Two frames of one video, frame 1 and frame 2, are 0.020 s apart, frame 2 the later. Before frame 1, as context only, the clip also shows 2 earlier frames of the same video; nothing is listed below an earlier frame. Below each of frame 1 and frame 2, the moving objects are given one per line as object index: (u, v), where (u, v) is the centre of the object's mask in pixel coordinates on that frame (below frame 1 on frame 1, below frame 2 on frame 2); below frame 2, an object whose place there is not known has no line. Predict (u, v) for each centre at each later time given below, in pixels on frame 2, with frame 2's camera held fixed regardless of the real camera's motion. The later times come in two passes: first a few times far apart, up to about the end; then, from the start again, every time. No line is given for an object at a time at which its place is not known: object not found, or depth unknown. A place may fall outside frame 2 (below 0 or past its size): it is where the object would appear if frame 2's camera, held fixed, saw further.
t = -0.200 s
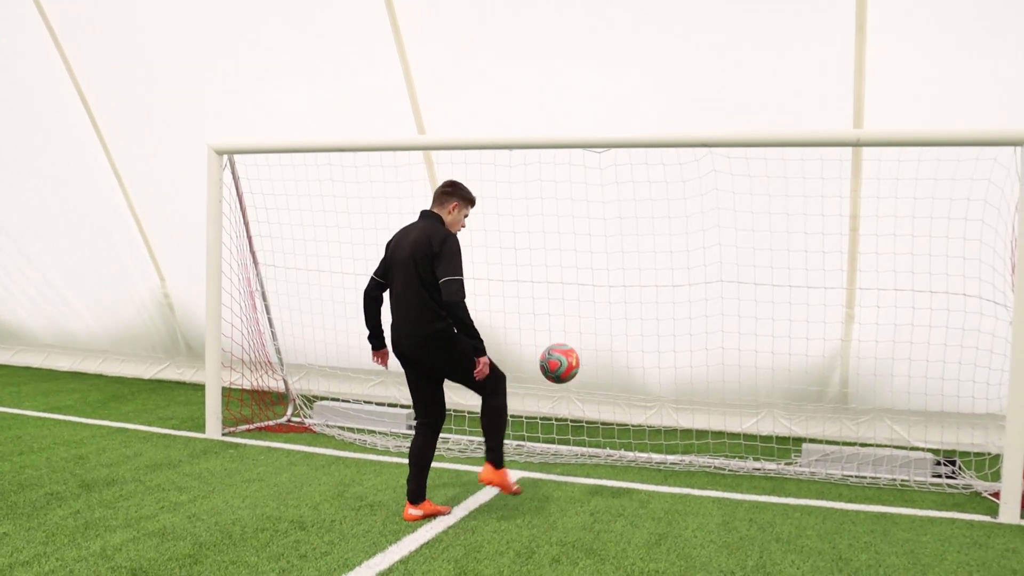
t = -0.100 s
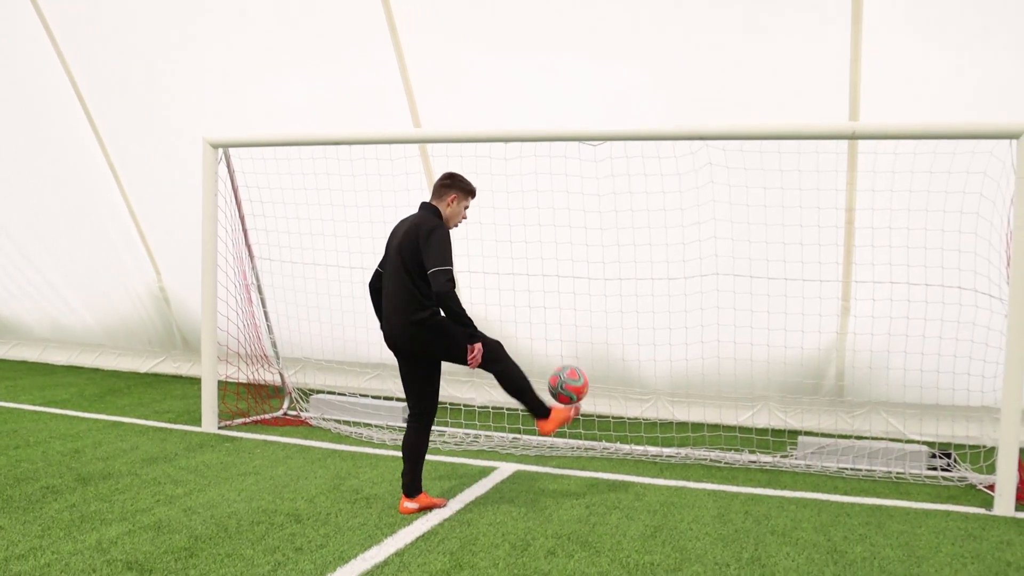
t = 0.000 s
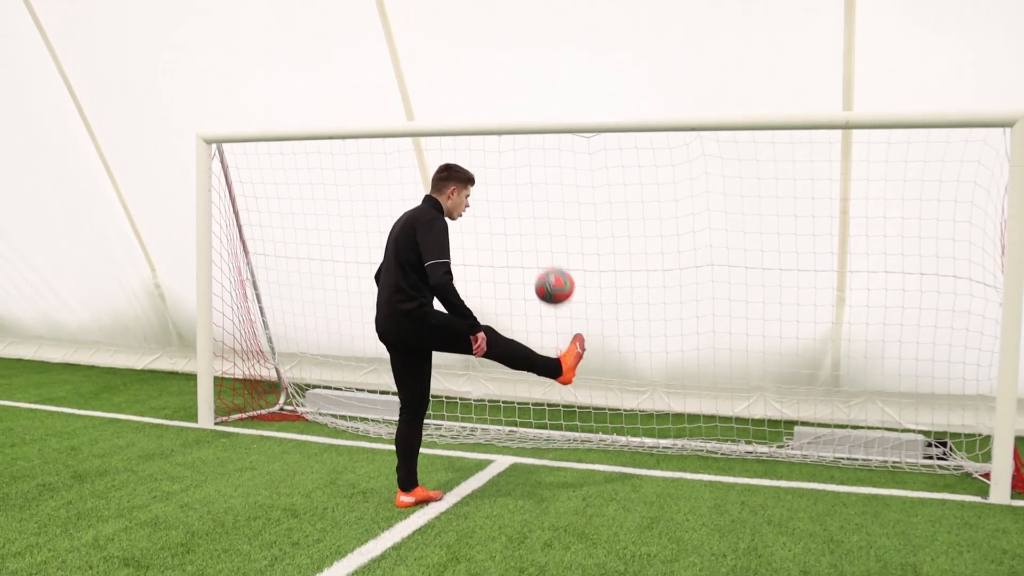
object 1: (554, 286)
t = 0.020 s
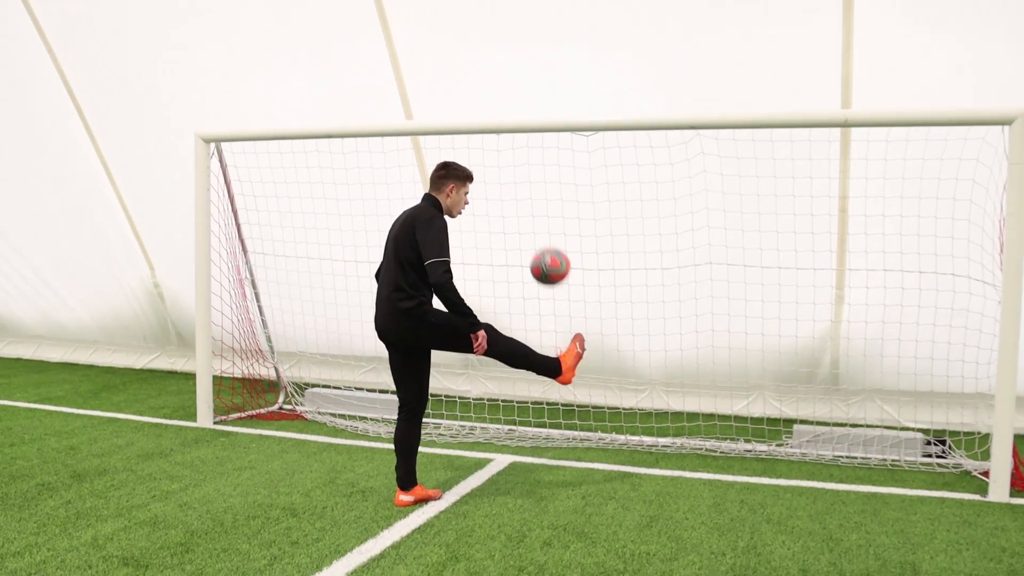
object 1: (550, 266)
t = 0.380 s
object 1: (485, 48)
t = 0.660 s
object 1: (432, 45)
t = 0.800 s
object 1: (404, 100)
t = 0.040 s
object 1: (547, 248)
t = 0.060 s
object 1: (543, 230)
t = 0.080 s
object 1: (540, 214)
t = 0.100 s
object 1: (536, 198)
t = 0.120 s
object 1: (533, 182)
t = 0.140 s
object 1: (530, 168)
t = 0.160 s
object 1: (526, 154)
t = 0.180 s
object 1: (522, 140)
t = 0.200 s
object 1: (519, 128)
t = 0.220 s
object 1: (515, 116)
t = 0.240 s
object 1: (512, 105)
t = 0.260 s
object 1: (508, 95)
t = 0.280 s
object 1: (504, 85)
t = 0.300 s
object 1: (500, 77)
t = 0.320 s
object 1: (497, 68)
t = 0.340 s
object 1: (493, 61)
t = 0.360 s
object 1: (489, 54)
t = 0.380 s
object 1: (485, 48)
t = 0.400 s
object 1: (482, 43)
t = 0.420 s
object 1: (478, 39)
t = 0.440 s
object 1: (474, 35)
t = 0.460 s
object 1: (470, 32)
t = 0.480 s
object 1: (466, 30)
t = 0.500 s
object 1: (463, 28)
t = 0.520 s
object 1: (459, 28)
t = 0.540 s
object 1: (455, 28)
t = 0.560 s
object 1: (451, 29)
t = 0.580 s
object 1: (447, 30)
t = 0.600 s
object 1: (444, 33)
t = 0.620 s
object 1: (440, 36)
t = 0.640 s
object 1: (436, 40)
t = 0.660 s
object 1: (432, 45)
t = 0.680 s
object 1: (428, 50)
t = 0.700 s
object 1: (424, 57)
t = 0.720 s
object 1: (420, 64)
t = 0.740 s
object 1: (416, 72)
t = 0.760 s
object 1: (412, 80)
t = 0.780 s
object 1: (408, 90)
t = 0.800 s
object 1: (404, 100)
